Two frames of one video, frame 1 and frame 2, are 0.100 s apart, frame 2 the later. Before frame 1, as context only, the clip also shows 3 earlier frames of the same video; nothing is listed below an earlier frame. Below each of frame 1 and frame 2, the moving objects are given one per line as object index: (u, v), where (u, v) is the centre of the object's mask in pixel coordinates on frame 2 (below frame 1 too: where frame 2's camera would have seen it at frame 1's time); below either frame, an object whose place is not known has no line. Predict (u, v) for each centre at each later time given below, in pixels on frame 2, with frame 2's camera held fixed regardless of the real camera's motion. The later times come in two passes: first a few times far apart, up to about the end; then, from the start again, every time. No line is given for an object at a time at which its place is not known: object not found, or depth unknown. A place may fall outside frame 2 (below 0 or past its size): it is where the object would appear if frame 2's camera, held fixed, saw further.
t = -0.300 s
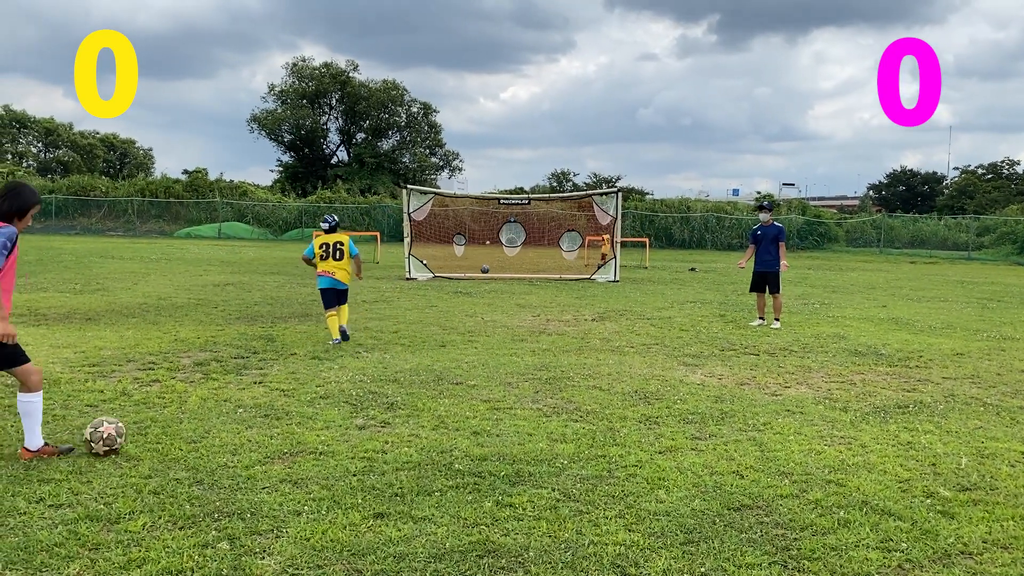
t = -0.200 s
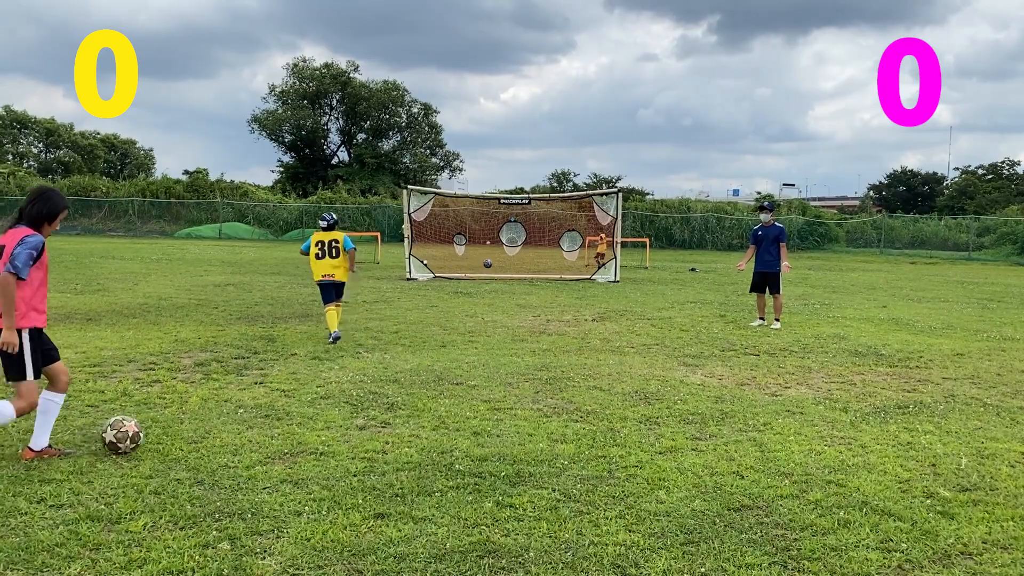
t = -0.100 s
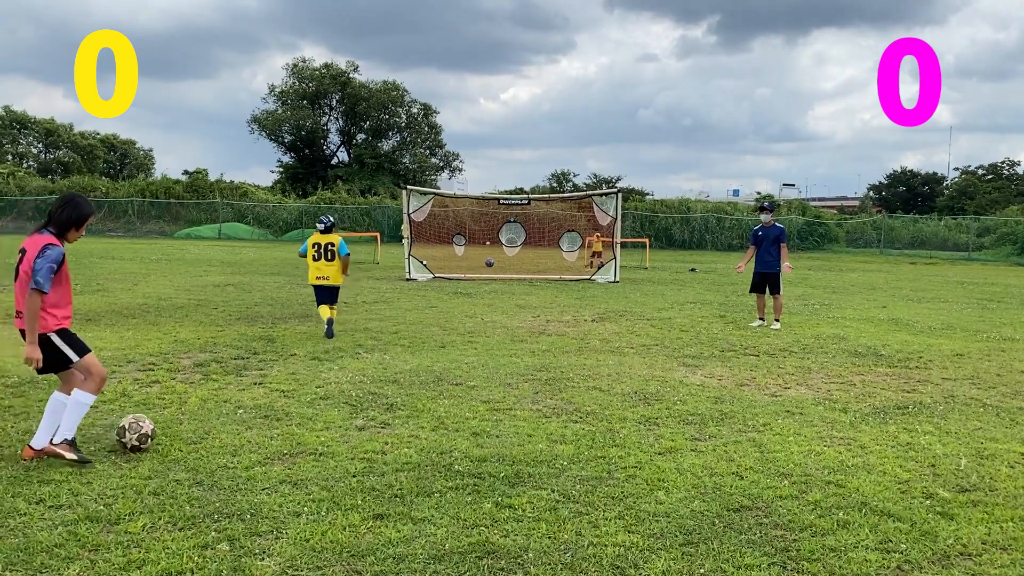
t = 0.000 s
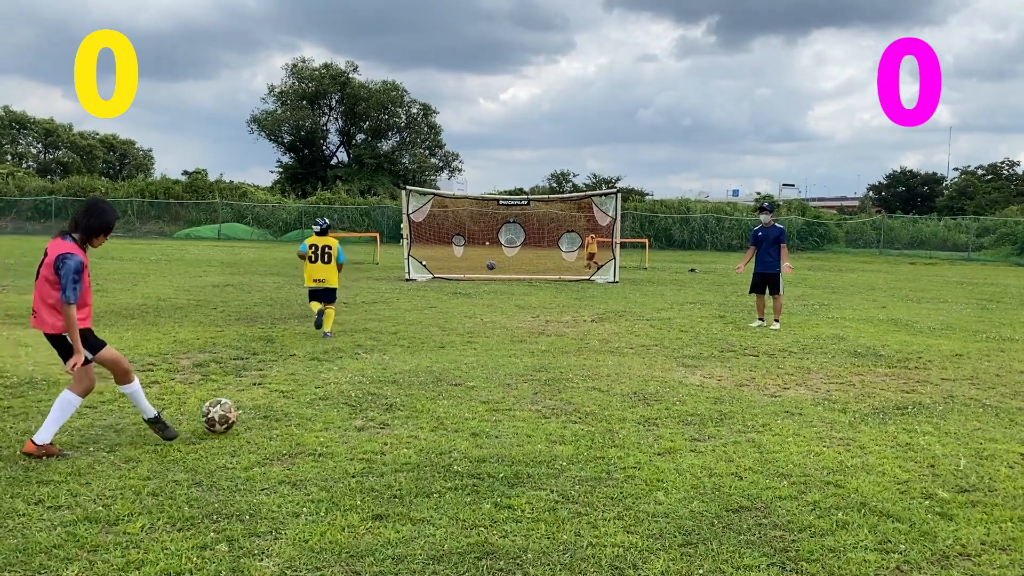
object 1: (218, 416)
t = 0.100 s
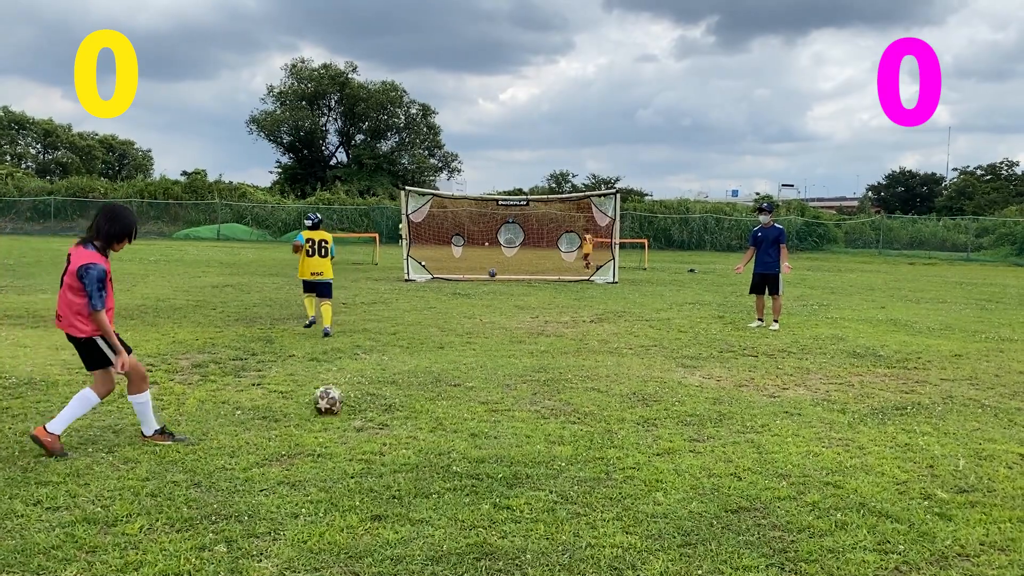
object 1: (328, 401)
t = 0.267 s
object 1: (444, 376)
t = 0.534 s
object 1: (552, 353)
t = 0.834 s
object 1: (627, 337)
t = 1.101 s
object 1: (676, 330)
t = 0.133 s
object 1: (356, 393)
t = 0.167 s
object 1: (380, 386)
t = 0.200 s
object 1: (402, 381)
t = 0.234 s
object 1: (424, 377)
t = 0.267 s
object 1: (444, 376)
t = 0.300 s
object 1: (462, 375)
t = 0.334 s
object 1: (478, 372)
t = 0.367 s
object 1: (493, 368)
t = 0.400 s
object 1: (507, 365)
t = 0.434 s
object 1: (519, 363)
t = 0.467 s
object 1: (531, 361)
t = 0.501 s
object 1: (543, 358)
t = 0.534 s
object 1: (552, 353)
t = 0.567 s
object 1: (562, 349)
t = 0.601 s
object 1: (571, 347)
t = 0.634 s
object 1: (581, 346)
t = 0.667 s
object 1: (589, 346)
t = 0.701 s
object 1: (597, 347)
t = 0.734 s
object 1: (605, 349)
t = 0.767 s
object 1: (613, 346)
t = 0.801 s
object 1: (620, 340)
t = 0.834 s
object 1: (627, 337)
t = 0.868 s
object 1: (634, 333)
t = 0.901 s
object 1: (641, 331)
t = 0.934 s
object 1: (647, 330)
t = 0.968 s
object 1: (653, 330)
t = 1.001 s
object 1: (659, 331)
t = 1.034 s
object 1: (665, 333)
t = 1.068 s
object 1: (671, 334)
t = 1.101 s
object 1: (676, 330)
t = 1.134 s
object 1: (682, 326)
